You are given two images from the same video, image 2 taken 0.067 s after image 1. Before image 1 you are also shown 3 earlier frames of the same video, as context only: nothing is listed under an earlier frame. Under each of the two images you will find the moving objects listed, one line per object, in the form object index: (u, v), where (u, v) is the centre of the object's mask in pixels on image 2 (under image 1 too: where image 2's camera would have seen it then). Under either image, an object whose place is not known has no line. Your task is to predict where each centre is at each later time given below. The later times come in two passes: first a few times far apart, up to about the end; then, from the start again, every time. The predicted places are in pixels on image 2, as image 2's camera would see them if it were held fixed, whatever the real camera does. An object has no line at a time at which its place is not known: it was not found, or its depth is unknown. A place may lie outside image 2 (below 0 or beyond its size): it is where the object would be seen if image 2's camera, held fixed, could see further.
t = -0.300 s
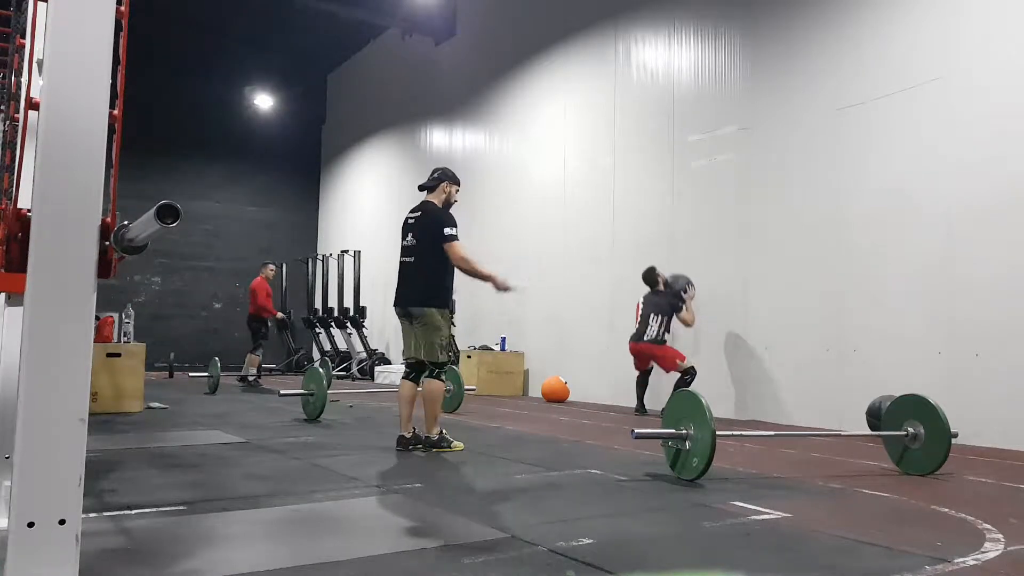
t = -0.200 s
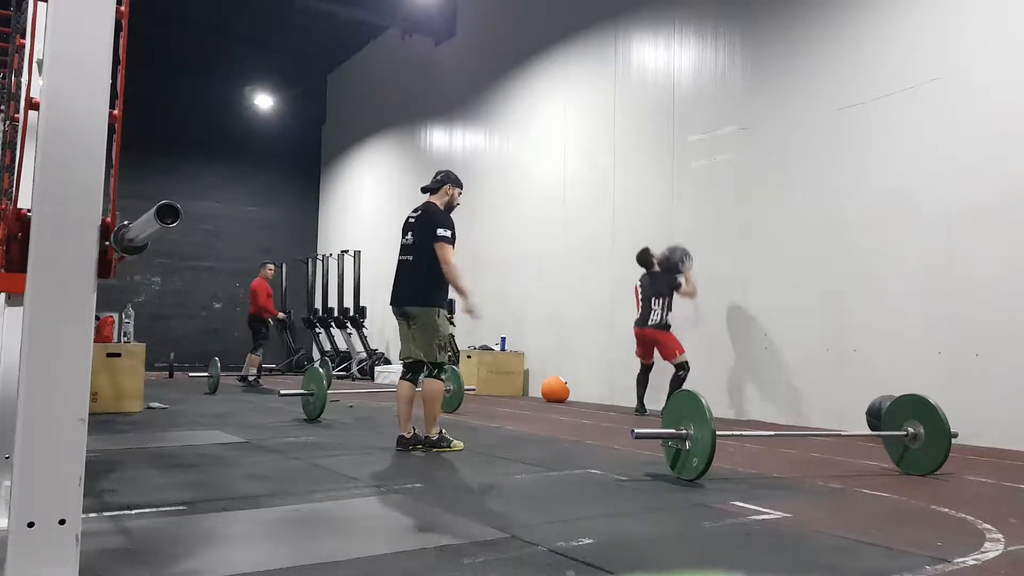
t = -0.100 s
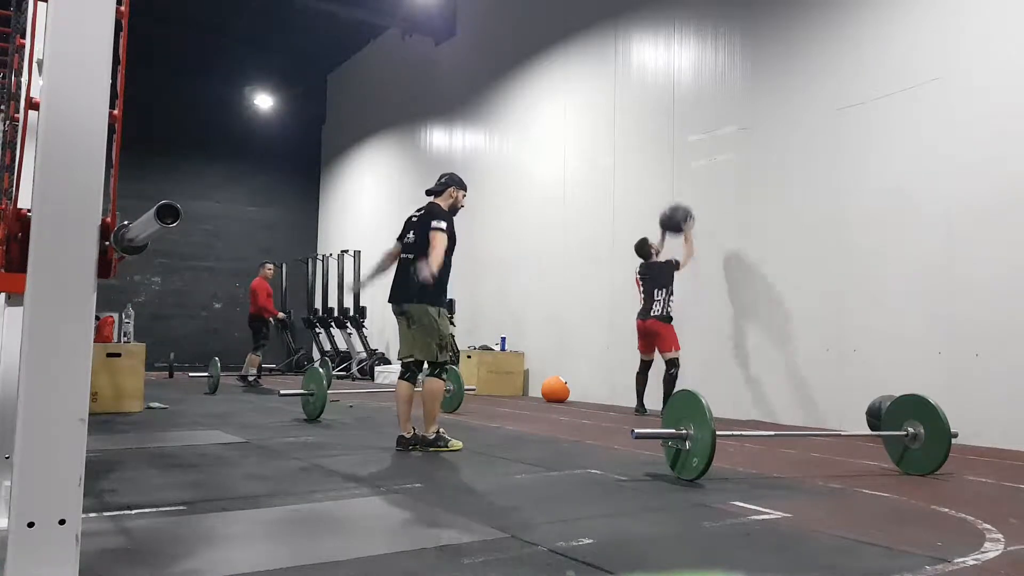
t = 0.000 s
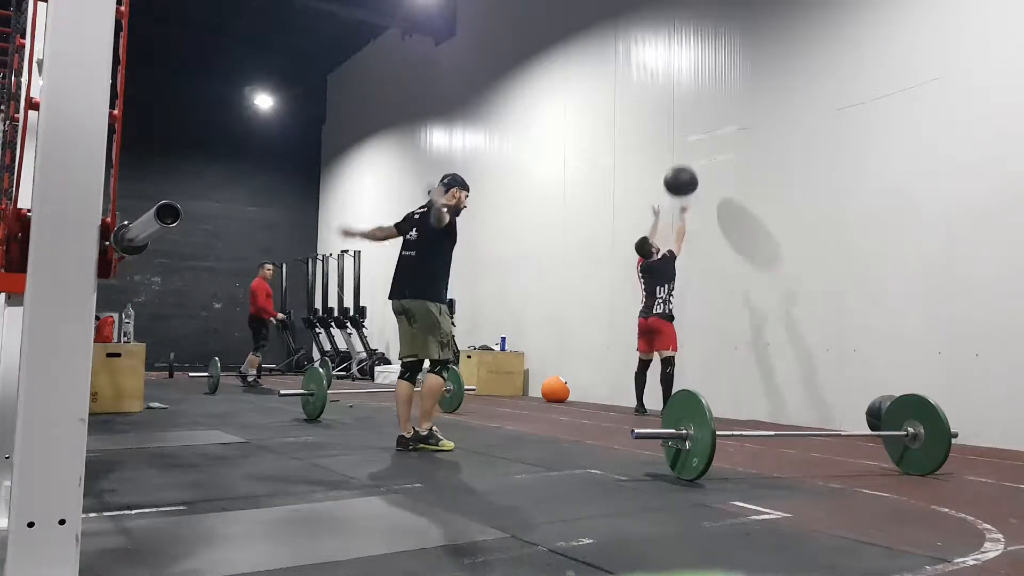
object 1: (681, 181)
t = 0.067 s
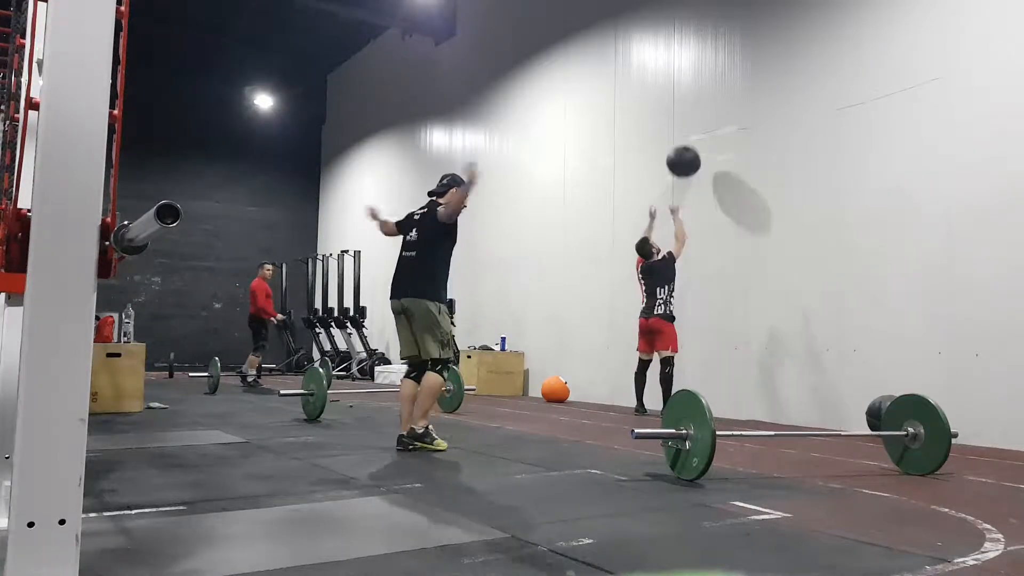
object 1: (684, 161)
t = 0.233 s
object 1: (690, 129)
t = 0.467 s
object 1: (691, 123)
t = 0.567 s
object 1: (689, 134)
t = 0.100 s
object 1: (685, 153)
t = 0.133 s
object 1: (686, 145)
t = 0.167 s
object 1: (687, 139)
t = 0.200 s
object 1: (689, 133)
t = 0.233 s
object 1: (690, 129)
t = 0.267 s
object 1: (691, 125)
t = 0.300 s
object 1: (693, 123)
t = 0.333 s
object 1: (693, 121)
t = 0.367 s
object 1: (693, 121)
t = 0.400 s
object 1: (692, 120)
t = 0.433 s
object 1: (692, 121)
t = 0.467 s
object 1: (691, 123)
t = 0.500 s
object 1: (691, 125)
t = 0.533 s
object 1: (690, 129)
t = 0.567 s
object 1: (689, 134)
